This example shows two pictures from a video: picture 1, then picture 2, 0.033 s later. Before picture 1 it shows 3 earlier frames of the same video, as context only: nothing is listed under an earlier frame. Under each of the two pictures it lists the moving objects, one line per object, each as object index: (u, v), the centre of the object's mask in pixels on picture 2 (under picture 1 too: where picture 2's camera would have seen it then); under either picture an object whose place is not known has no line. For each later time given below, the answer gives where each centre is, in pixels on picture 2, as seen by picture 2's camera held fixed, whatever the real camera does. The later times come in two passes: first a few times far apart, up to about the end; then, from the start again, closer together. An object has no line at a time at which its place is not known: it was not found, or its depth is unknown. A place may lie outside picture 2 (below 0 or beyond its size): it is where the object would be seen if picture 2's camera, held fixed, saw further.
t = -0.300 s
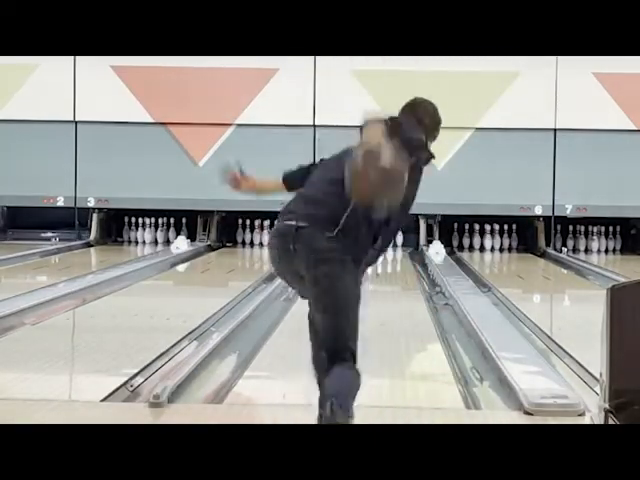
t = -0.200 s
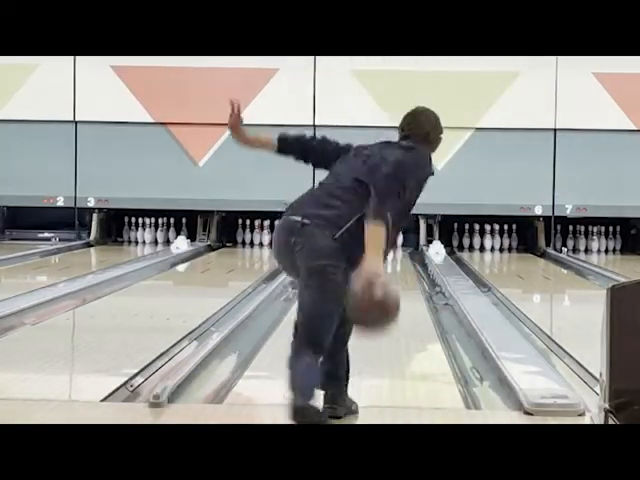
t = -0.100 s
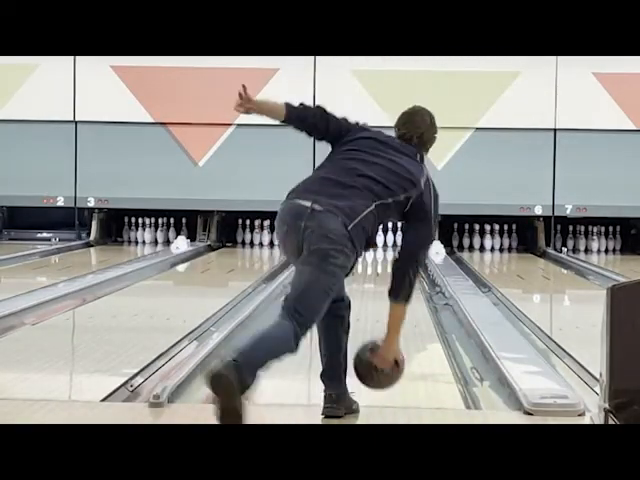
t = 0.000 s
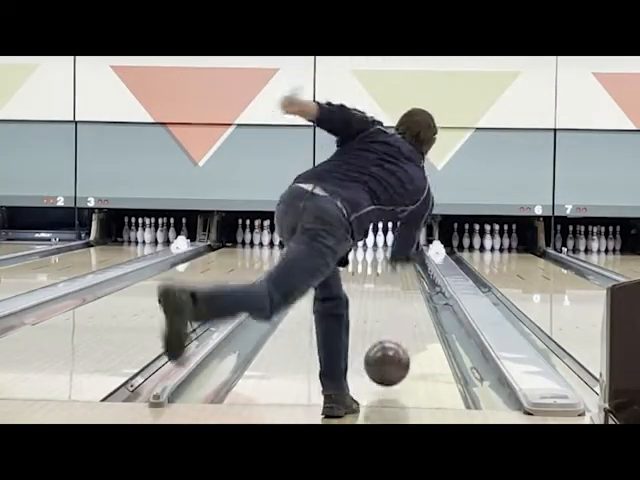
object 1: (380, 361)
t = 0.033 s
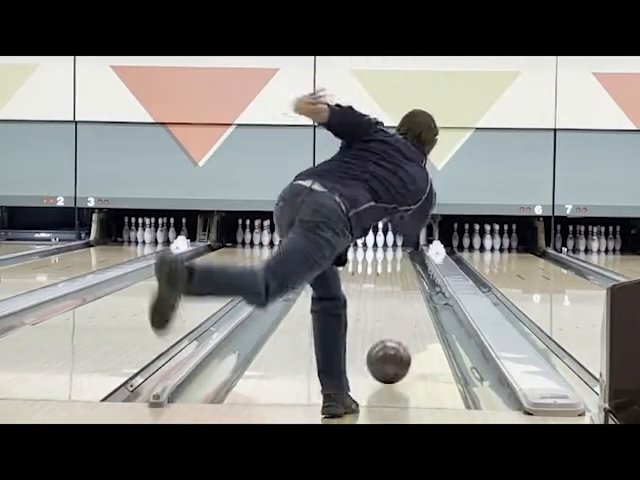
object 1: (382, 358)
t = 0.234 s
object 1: (390, 329)
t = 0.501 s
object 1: (396, 304)
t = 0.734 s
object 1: (400, 288)
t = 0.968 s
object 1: (400, 277)
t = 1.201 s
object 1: (399, 265)
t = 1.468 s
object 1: (396, 258)
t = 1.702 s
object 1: (393, 251)
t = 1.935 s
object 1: (387, 245)
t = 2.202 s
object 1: (378, 242)
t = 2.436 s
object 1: (372, 239)
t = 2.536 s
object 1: (371, 239)
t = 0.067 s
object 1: (383, 354)
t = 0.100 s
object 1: (385, 348)
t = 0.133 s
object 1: (386, 343)
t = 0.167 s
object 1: (388, 338)
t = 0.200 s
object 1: (389, 334)
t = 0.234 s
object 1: (390, 329)
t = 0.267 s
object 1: (391, 325)
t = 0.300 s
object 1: (392, 322)
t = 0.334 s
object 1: (392, 318)
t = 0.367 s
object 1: (393, 315)
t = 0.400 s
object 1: (394, 312)
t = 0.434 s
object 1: (395, 309)
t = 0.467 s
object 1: (396, 306)
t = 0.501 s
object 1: (396, 304)
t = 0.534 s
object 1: (397, 304)
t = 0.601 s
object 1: (406, 299)
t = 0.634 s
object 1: (401, 295)
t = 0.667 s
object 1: (399, 293)
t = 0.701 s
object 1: (400, 290)
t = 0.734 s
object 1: (400, 288)
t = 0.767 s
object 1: (400, 285)
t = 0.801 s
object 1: (401, 283)
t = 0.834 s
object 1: (401, 281)
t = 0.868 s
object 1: (400, 281)
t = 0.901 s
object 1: (400, 280)
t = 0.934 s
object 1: (400, 278)
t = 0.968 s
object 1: (400, 277)
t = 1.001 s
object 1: (400, 275)
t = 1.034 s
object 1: (399, 274)
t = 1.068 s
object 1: (400, 273)
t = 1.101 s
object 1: (400, 269)
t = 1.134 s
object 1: (400, 267)
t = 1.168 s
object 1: (399, 266)
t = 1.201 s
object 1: (399, 265)
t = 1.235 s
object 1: (399, 264)
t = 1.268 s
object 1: (398, 263)
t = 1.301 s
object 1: (402, 262)
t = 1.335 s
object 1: (398, 262)
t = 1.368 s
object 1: (399, 260)
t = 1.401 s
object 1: (398, 259)
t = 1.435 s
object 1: (397, 258)
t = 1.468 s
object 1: (396, 258)
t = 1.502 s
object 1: (396, 257)
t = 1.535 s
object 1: (395, 255)
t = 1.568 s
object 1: (395, 255)
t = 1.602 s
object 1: (394, 254)
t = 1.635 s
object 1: (394, 253)
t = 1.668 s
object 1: (393, 252)
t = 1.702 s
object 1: (393, 251)
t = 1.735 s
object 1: (391, 250)
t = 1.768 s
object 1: (391, 249)
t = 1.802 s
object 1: (390, 248)
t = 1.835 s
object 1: (389, 247)
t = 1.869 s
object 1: (389, 246)
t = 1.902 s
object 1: (388, 247)
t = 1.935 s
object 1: (387, 245)
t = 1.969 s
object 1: (385, 245)
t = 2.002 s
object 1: (384, 245)
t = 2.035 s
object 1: (383, 244)
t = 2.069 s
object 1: (382, 244)
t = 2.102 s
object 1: (381, 243)
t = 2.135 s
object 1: (380, 243)
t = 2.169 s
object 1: (379, 242)
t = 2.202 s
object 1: (378, 242)
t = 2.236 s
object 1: (377, 241)
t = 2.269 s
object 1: (375, 241)
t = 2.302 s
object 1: (374, 241)
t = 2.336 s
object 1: (373, 241)
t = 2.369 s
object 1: (374, 241)
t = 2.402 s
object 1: (373, 240)
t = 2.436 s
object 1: (372, 239)
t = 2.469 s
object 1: (372, 240)
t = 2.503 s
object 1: (372, 240)
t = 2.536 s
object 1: (371, 239)
